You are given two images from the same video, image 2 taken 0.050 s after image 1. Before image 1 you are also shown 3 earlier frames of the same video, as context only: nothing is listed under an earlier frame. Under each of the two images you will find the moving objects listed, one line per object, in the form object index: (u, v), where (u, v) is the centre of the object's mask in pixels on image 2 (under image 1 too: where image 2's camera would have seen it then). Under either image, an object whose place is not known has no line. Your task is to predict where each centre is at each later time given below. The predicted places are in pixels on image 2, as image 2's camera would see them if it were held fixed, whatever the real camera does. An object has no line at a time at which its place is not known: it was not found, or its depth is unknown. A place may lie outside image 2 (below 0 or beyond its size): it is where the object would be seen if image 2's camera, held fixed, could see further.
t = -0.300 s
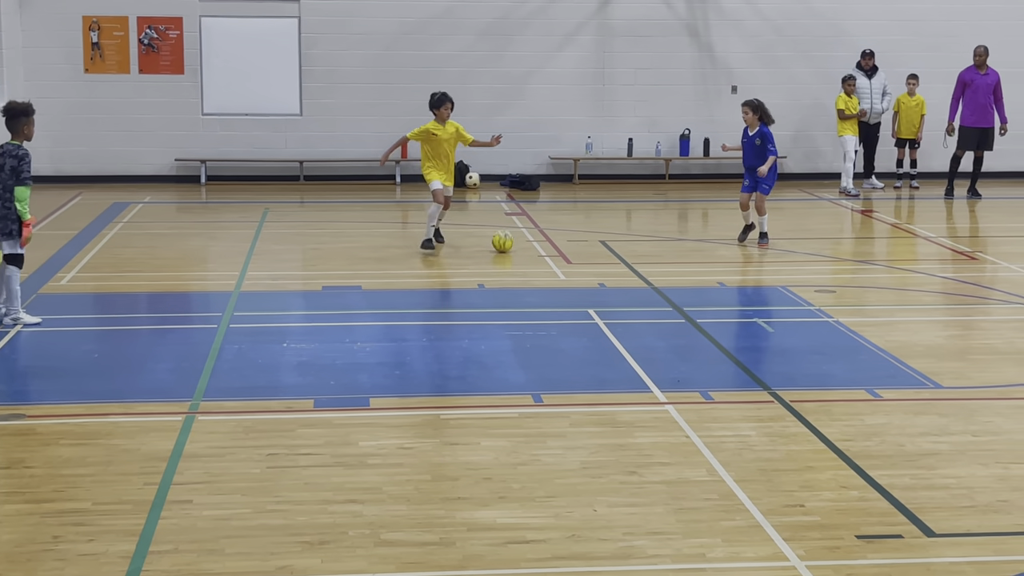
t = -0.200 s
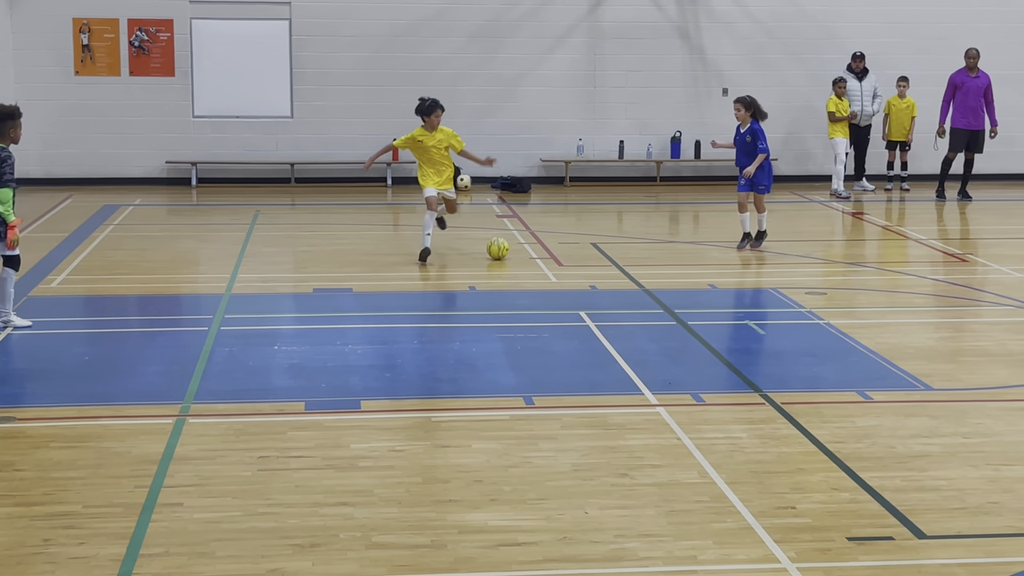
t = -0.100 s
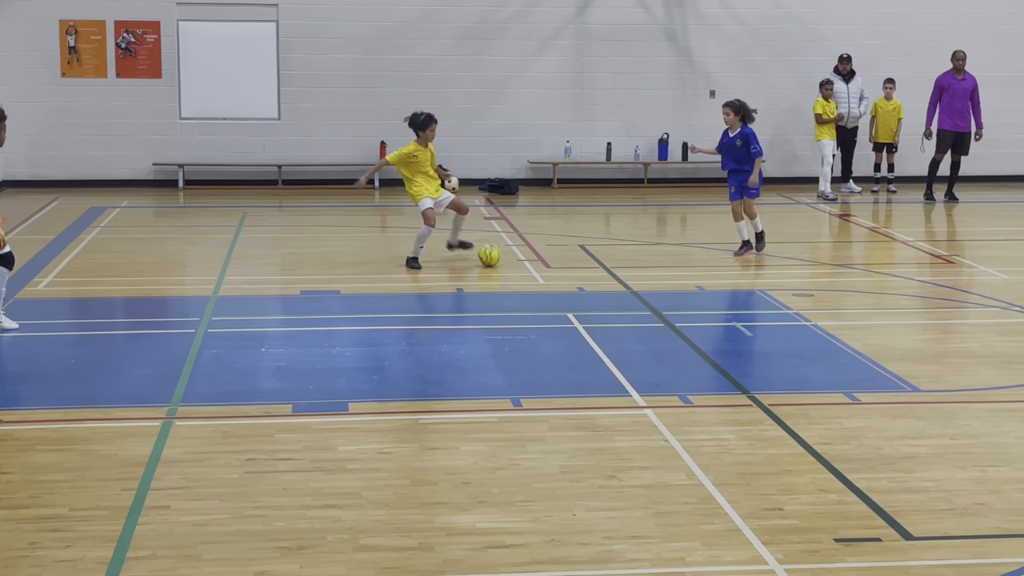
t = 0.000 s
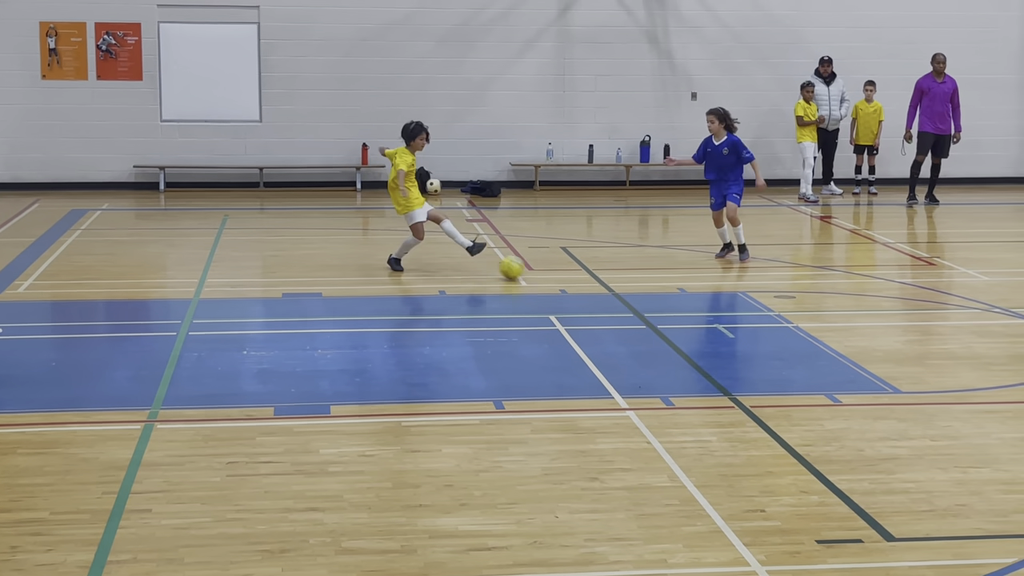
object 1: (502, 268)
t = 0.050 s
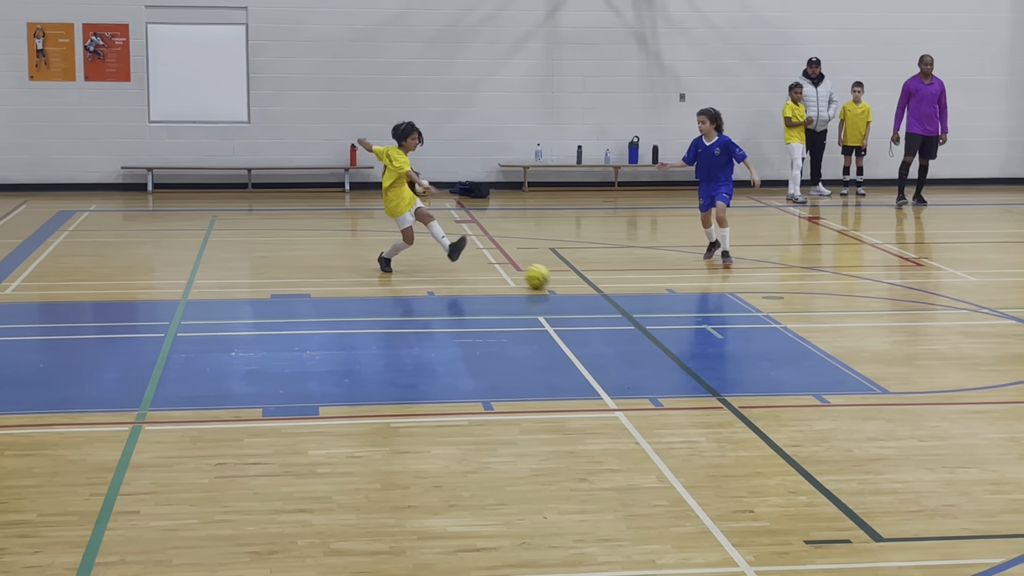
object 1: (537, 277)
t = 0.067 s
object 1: (548, 280)
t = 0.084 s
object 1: (561, 282)
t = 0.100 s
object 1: (573, 284)
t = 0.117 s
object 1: (584, 286)
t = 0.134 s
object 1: (596, 288)
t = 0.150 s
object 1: (608, 291)
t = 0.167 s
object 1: (620, 293)
